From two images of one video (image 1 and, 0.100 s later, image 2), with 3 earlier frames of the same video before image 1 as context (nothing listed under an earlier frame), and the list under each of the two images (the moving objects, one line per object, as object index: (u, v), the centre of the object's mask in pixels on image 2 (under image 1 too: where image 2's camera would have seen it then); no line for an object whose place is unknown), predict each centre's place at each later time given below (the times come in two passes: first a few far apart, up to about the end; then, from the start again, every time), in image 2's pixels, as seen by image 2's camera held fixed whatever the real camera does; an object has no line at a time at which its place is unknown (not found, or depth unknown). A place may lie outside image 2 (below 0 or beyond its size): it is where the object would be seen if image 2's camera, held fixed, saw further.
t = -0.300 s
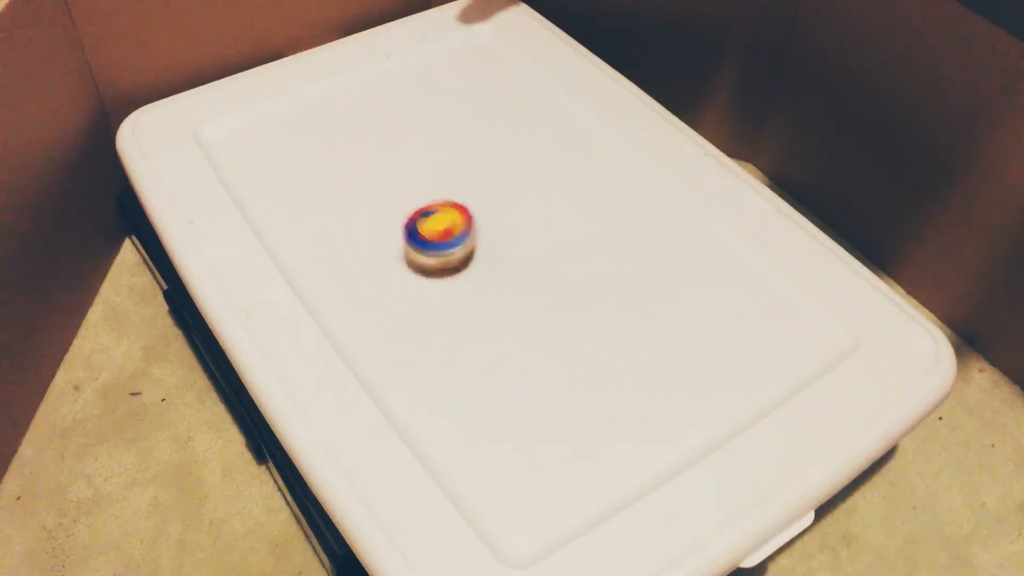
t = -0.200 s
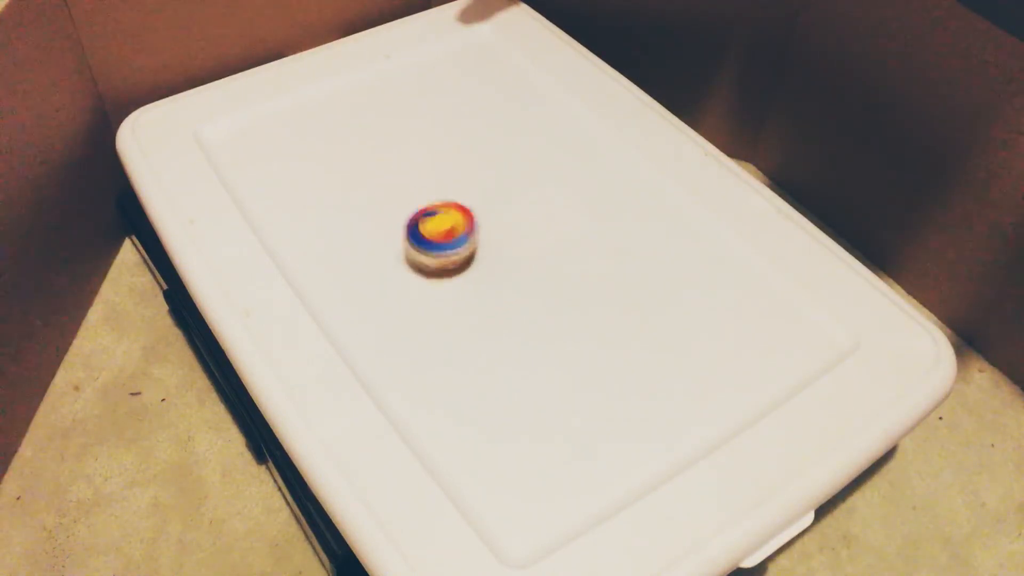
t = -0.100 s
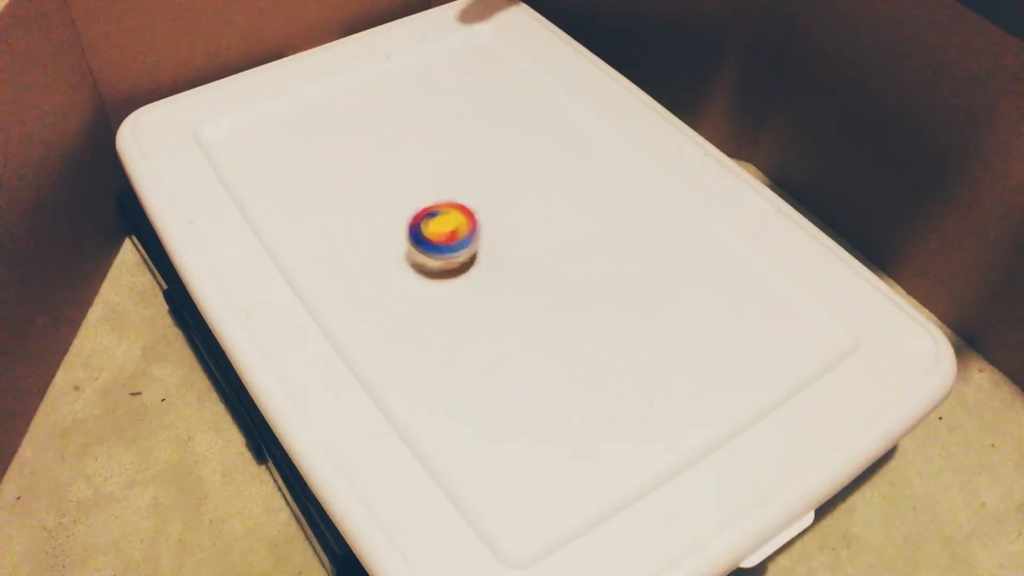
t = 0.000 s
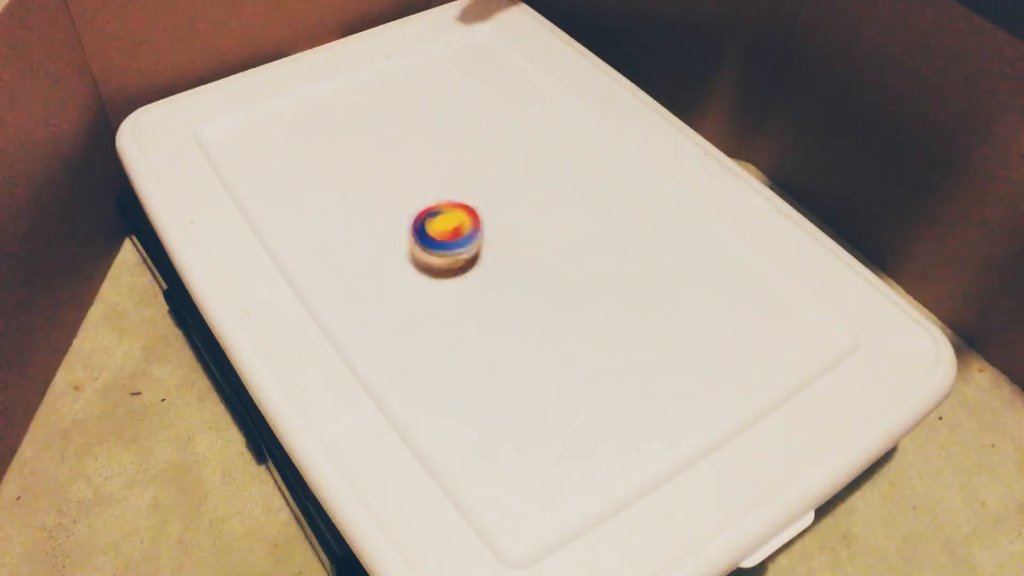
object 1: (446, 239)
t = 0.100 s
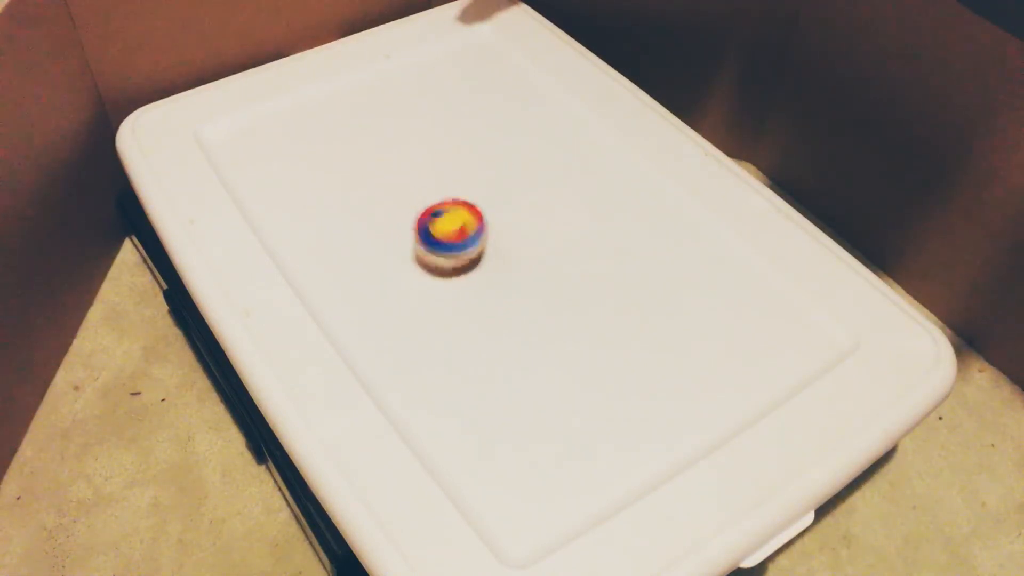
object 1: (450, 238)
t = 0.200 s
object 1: (456, 235)
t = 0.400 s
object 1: (469, 232)
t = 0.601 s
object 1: (485, 230)
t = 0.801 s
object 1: (499, 230)
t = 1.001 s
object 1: (507, 229)
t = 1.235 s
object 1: (510, 230)
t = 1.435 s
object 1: (514, 225)
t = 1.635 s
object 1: (517, 217)
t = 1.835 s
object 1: (517, 207)
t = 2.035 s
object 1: (515, 203)
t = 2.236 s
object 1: (510, 197)
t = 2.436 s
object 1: (501, 195)
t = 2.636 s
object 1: (491, 188)
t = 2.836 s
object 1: (484, 185)
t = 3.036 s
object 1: (475, 185)
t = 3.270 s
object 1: (461, 188)
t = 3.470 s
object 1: (449, 186)
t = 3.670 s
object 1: (443, 186)
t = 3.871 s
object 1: (438, 190)
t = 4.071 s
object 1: (434, 195)
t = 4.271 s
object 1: (432, 201)
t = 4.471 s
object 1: (424, 205)
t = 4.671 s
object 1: (423, 209)
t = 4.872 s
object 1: (421, 210)
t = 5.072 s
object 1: (426, 214)
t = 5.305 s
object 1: (429, 223)
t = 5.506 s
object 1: (431, 228)
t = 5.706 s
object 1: (435, 227)
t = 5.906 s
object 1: (440, 231)
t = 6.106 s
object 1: (449, 232)
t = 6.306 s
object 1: (460, 234)
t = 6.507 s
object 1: (463, 234)
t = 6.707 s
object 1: (470, 233)
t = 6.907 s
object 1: (474, 235)
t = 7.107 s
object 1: (481, 234)
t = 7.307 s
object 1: (488, 236)
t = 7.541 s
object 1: (487, 232)
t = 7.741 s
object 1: (493, 223)
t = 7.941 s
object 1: (504, 222)
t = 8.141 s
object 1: (511, 225)
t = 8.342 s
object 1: (506, 232)
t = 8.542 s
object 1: (494, 226)
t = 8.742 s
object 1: (492, 215)
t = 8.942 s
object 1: (480, 208)
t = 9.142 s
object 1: (467, 218)
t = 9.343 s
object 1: (482, 223)
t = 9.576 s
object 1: (490, 217)
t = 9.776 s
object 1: (489, 211)
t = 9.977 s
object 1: (475, 210)
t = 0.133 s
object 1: (452, 236)
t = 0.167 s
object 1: (455, 236)
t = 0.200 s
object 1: (456, 235)
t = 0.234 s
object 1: (459, 234)
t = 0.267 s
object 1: (461, 234)
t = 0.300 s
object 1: (462, 234)
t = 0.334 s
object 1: (465, 233)
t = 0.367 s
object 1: (468, 232)
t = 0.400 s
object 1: (469, 232)
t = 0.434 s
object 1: (472, 232)
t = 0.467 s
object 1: (476, 231)
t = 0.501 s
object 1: (477, 231)
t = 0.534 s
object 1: (480, 230)
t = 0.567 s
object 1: (484, 230)
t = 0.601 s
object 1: (485, 230)
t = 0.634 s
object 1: (486, 230)
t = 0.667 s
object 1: (491, 229)
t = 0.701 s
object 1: (492, 230)
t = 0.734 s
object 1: (493, 230)
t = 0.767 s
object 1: (497, 230)
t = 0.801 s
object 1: (499, 230)
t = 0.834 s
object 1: (499, 230)
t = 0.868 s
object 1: (502, 230)
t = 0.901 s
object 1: (504, 231)
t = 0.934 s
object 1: (503, 231)
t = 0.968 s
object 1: (505, 230)
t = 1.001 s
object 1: (507, 229)
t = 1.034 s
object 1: (506, 231)
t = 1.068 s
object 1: (507, 228)
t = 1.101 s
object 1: (509, 231)
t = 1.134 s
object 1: (509, 231)
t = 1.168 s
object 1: (509, 229)
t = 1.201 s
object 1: (510, 231)
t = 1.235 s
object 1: (510, 230)
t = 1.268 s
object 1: (510, 230)
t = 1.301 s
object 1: (512, 228)
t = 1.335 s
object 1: (513, 228)
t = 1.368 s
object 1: (511, 227)
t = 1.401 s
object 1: (512, 226)
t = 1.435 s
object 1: (514, 225)
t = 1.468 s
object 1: (513, 224)
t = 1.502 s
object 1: (513, 222)
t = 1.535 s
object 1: (515, 221)
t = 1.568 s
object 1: (515, 220)
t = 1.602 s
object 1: (515, 219)
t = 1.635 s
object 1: (517, 217)
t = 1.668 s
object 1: (517, 214)
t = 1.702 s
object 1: (516, 213)
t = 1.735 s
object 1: (517, 213)
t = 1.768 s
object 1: (519, 212)
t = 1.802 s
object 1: (517, 211)
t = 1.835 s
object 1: (517, 207)
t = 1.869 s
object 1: (519, 209)
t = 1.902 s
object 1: (519, 206)
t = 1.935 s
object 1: (517, 205)
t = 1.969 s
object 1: (518, 206)
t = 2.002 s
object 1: (518, 203)
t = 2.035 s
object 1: (515, 203)
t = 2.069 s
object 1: (515, 201)
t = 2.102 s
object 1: (516, 201)
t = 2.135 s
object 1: (514, 199)
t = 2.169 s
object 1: (512, 199)
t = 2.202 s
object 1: (512, 197)
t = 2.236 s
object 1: (510, 197)
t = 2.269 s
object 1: (507, 196)
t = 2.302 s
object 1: (506, 195)
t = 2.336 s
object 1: (506, 194)
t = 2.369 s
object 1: (503, 194)
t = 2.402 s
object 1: (501, 193)
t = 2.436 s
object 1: (501, 195)
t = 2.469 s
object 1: (500, 191)
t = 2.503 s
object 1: (497, 193)
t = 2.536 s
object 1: (497, 189)
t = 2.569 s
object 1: (495, 189)
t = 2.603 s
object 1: (492, 191)
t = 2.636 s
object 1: (491, 188)
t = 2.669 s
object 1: (491, 190)
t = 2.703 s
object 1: (490, 187)
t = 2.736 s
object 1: (487, 187)
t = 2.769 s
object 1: (486, 186)
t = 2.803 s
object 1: (486, 186)
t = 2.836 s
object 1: (484, 185)
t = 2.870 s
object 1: (481, 185)
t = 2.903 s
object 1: (482, 185)
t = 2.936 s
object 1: (479, 185)
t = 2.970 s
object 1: (476, 186)
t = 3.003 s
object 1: (475, 185)
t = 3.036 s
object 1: (475, 185)
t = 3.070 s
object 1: (473, 185)
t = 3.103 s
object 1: (470, 185)
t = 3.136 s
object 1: (468, 188)
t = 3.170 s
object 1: (467, 185)
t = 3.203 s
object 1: (463, 188)
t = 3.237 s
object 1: (462, 186)
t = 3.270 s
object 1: (461, 188)
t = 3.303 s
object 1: (459, 188)
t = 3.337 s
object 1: (455, 186)
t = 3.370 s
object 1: (454, 185)
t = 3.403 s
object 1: (454, 186)
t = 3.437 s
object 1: (452, 186)
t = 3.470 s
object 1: (449, 186)
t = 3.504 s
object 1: (449, 188)
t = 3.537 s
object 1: (448, 186)
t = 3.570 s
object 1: (445, 186)
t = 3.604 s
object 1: (444, 186)
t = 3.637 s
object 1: (444, 188)
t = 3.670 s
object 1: (443, 186)
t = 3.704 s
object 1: (440, 187)
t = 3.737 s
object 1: (440, 186)
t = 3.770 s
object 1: (441, 187)
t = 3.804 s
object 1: (440, 186)
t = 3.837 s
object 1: (437, 187)
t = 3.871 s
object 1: (438, 190)
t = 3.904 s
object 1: (438, 189)
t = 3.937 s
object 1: (436, 191)
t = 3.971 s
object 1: (435, 190)
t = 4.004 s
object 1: (436, 192)
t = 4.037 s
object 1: (436, 194)
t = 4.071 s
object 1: (434, 195)
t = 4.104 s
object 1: (433, 195)
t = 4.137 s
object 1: (434, 196)
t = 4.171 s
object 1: (434, 195)
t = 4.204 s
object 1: (431, 196)
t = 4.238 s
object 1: (431, 197)
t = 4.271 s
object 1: (432, 201)
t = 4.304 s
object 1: (430, 200)
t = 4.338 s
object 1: (428, 201)
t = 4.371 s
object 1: (428, 201)
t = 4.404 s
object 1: (428, 202)
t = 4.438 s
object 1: (427, 204)
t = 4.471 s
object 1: (424, 205)
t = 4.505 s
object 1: (426, 205)
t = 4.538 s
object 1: (426, 206)
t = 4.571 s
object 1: (424, 207)
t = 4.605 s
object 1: (423, 208)
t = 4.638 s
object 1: (424, 207)
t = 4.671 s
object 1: (423, 209)
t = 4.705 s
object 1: (421, 210)
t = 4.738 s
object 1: (420, 209)
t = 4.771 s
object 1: (422, 209)
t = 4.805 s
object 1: (422, 210)
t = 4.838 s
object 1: (421, 213)
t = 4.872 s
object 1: (421, 210)
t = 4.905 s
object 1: (423, 214)
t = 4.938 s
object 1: (424, 212)
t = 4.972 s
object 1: (423, 215)
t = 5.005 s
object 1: (423, 213)
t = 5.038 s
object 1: (425, 213)
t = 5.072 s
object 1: (426, 214)
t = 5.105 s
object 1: (425, 218)
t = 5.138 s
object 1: (425, 216)
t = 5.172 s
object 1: (427, 219)
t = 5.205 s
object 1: (428, 219)
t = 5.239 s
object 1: (428, 222)
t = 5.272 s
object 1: (427, 220)
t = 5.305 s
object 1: (429, 223)
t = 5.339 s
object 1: (429, 222)
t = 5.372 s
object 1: (429, 226)
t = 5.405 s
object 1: (429, 223)
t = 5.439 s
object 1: (431, 227)
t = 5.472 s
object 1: (432, 225)
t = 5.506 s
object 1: (431, 228)
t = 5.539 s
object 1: (430, 226)
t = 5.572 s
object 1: (432, 229)
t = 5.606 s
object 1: (434, 227)
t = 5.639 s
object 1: (434, 230)
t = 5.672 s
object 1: (433, 228)
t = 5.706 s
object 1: (435, 227)
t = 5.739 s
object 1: (437, 228)
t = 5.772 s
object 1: (436, 231)
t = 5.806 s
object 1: (435, 231)
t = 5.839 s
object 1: (437, 230)
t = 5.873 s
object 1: (440, 231)
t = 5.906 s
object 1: (440, 231)
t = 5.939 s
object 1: (440, 231)
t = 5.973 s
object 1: (441, 231)
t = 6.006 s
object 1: (445, 231)
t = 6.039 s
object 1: (446, 232)
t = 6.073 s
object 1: (447, 232)
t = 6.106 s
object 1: (449, 232)
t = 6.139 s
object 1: (452, 232)
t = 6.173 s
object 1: (453, 233)
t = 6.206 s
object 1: (453, 233)
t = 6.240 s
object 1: (455, 233)
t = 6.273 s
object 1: (458, 233)
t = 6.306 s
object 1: (460, 234)
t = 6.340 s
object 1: (460, 234)
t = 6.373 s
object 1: (460, 235)
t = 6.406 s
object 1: (462, 235)
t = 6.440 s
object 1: (463, 233)
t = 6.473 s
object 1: (464, 234)
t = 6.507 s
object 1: (463, 234)
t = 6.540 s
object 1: (466, 234)
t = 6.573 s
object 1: (468, 236)
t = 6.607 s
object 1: (468, 234)
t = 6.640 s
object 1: (467, 235)
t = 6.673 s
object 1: (467, 233)
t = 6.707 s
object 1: (470, 233)
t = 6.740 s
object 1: (471, 233)
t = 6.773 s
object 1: (471, 236)
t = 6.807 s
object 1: (471, 232)
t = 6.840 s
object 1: (473, 235)
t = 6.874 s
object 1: (475, 235)
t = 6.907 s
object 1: (474, 235)
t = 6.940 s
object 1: (475, 235)
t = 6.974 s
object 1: (477, 234)
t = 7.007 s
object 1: (479, 234)
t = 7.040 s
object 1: (480, 235)
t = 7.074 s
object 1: (481, 234)
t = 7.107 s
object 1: (481, 234)
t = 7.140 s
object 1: (482, 234)
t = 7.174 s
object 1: (484, 235)
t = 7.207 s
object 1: (486, 235)
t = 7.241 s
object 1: (488, 235)
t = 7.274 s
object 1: (489, 235)
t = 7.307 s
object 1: (488, 236)
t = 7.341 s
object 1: (487, 237)
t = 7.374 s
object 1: (486, 236)
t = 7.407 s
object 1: (486, 236)
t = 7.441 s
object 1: (487, 235)
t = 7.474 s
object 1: (487, 234)
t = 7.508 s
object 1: (488, 233)
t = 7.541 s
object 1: (487, 232)
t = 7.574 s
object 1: (487, 229)
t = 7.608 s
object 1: (486, 228)
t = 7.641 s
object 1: (487, 228)
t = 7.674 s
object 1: (489, 226)
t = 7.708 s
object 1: (491, 225)
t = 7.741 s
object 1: (493, 223)
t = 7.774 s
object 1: (495, 221)
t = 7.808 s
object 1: (496, 221)
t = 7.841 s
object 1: (498, 221)
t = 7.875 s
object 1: (500, 221)
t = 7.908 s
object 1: (501, 221)
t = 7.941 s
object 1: (504, 222)
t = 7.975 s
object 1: (506, 223)
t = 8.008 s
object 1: (509, 223)
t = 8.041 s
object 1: (509, 223)
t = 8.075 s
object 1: (510, 224)
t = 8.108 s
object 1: (510, 224)
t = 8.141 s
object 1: (511, 225)
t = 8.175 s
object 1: (510, 227)
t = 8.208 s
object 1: (511, 227)
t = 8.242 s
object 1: (510, 229)
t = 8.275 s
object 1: (509, 230)
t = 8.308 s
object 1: (508, 231)
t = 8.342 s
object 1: (506, 232)
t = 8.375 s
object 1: (504, 232)
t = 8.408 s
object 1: (502, 232)
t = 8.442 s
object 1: (500, 232)
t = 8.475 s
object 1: (498, 231)
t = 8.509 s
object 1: (496, 229)
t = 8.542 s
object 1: (494, 226)
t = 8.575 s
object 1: (494, 225)
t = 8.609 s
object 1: (493, 223)
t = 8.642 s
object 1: (493, 221)
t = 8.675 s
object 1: (493, 220)
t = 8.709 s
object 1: (493, 217)
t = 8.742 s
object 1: (492, 215)
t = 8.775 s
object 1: (491, 213)
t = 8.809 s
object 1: (490, 211)
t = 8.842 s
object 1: (488, 210)
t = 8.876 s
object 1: (485, 209)
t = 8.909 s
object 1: (483, 208)
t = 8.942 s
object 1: (480, 208)
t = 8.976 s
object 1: (476, 208)
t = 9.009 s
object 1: (473, 210)
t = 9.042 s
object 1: (470, 211)
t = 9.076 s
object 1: (467, 214)
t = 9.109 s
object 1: (467, 216)
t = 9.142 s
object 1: (467, 218)
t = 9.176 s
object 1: (469, 219)
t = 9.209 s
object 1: (471, 221)
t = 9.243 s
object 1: (474, 222)
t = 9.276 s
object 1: (477, 222)
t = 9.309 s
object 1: (480, 222)
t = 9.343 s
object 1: (482, 223)
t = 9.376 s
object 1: (484, 222)
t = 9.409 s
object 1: (485, 222)
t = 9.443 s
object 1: (487, 220)
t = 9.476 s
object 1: (488, 219)
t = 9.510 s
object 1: (489, 219)
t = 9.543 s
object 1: (490, 218)
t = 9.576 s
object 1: (490, 217)
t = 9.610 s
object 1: (491, 216)
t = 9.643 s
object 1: (491, 215)
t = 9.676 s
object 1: (491, 214)
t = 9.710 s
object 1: (491, 213)
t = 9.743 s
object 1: (490, 212)
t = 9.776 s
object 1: (489, 211)
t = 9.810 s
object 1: (488, 210)
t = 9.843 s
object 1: (486, 210)
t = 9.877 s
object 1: (484, 209)
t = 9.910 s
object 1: (481, 209)
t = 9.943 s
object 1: (478, 209)
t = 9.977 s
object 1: (475, 210)
